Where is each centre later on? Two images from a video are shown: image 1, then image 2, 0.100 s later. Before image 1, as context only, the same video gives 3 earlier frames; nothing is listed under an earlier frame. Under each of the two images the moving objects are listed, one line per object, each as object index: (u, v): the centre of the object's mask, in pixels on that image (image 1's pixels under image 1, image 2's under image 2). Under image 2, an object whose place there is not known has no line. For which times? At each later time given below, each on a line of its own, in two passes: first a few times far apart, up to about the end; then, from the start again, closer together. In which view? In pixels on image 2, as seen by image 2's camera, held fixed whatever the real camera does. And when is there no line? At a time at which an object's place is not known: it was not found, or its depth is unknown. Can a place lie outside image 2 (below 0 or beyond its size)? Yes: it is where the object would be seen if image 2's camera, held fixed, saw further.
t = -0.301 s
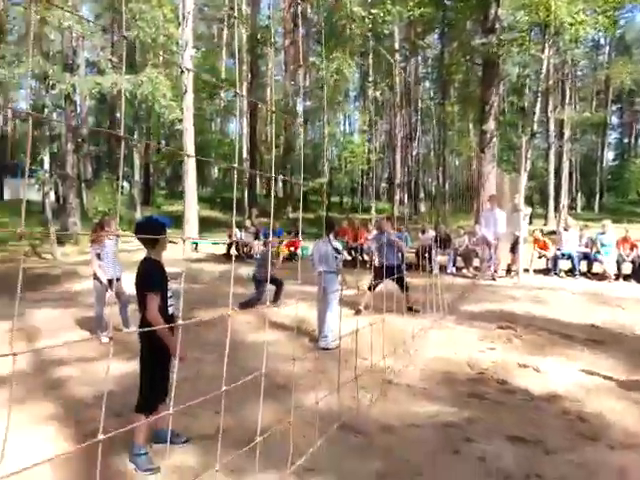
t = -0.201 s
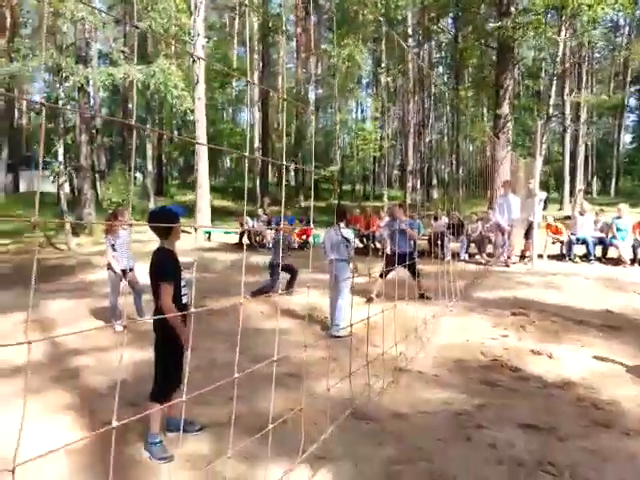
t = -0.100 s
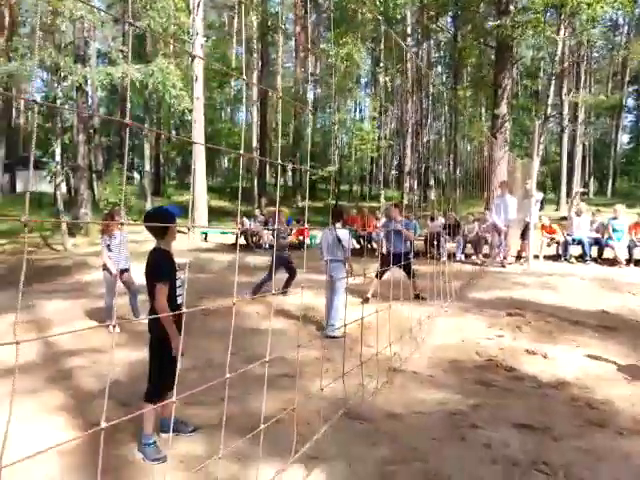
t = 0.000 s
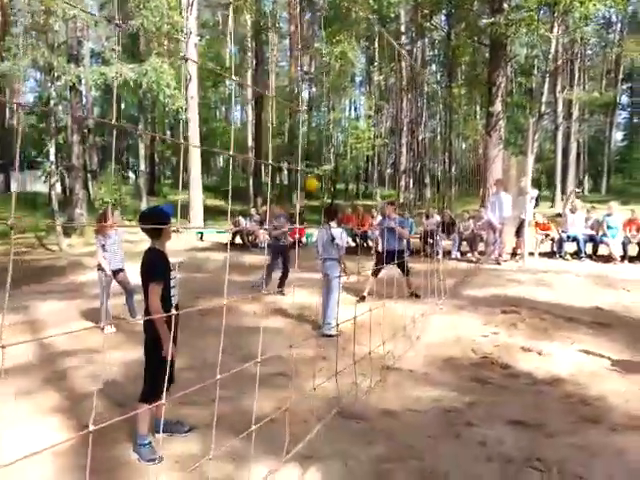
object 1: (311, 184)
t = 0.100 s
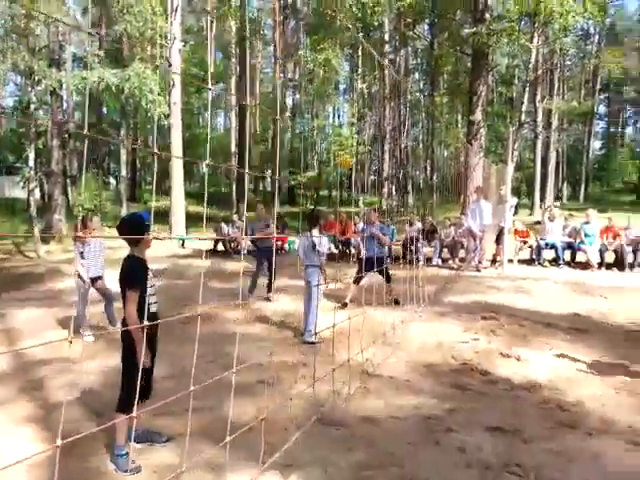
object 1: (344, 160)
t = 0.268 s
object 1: (446, 119)
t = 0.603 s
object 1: (717, 66)
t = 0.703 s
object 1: (810, 71)
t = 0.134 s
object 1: (364, 153)
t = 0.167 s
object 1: (383, 143)
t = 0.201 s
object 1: (404, 136)
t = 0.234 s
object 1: (425, 123)
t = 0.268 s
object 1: (446, 119)
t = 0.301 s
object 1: (471, 110)
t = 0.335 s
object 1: (493, 101)
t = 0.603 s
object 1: (717, 66)
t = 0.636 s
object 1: (749, 67)
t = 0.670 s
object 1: (780, 69)
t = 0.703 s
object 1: (810, 71)
